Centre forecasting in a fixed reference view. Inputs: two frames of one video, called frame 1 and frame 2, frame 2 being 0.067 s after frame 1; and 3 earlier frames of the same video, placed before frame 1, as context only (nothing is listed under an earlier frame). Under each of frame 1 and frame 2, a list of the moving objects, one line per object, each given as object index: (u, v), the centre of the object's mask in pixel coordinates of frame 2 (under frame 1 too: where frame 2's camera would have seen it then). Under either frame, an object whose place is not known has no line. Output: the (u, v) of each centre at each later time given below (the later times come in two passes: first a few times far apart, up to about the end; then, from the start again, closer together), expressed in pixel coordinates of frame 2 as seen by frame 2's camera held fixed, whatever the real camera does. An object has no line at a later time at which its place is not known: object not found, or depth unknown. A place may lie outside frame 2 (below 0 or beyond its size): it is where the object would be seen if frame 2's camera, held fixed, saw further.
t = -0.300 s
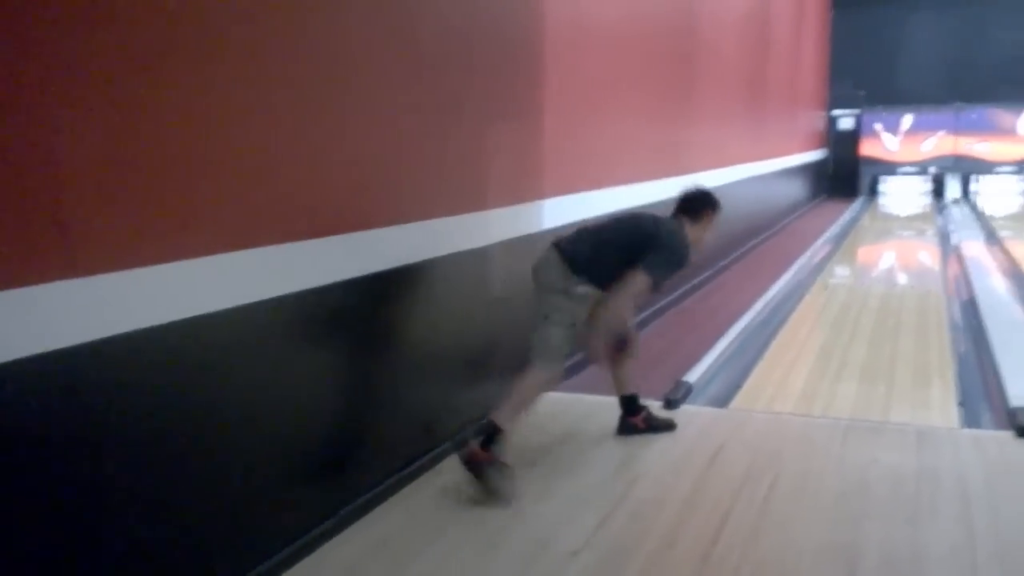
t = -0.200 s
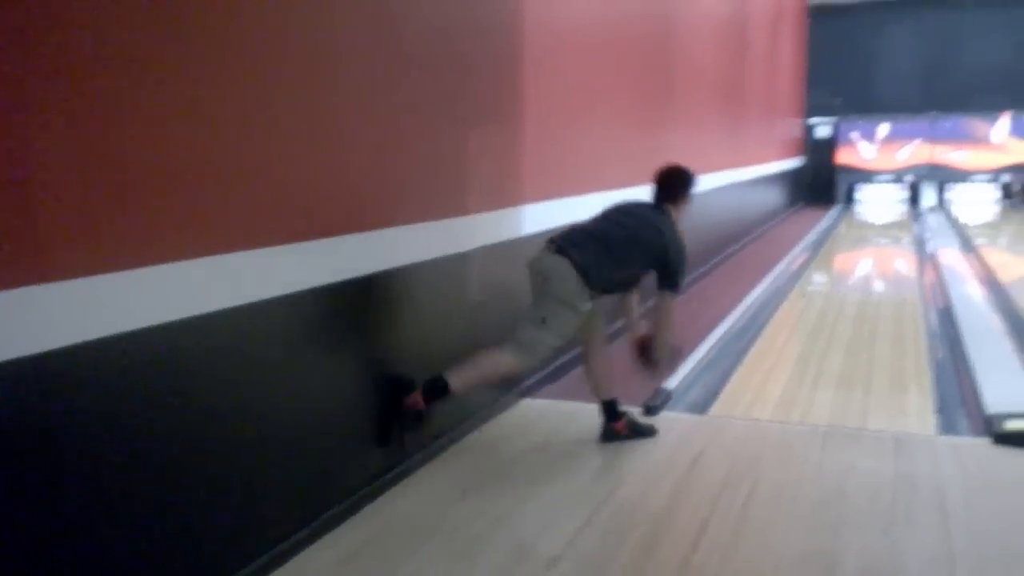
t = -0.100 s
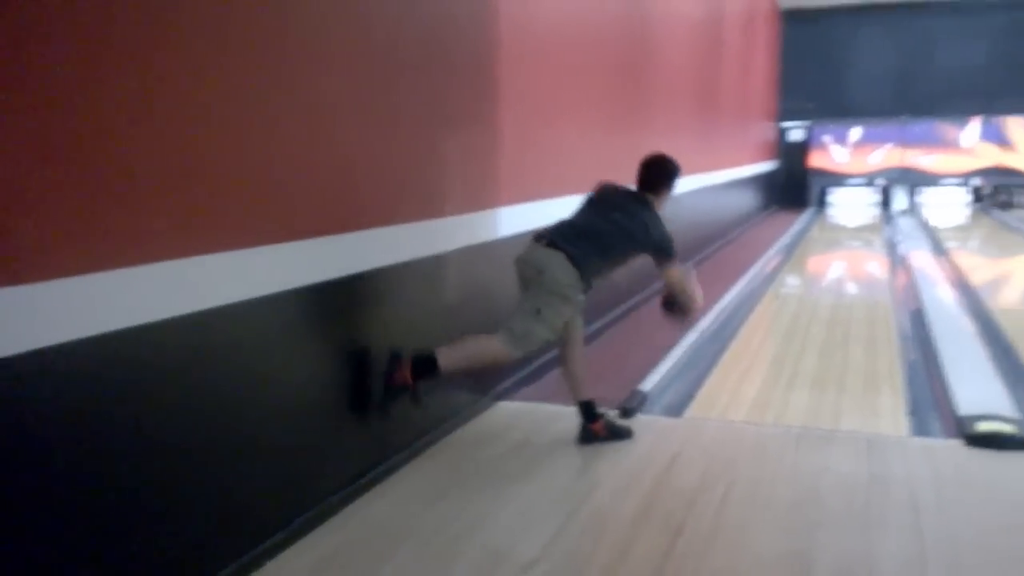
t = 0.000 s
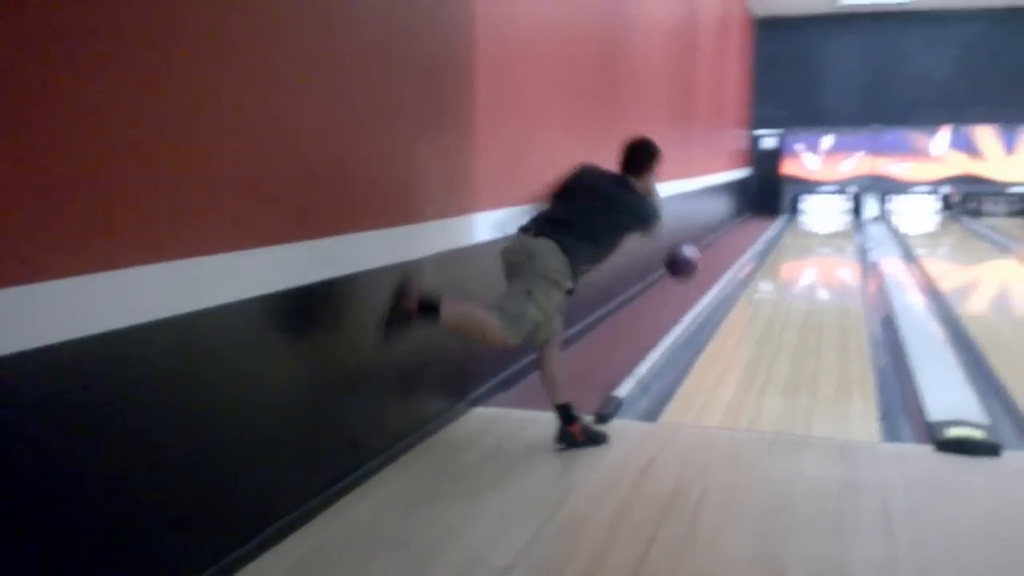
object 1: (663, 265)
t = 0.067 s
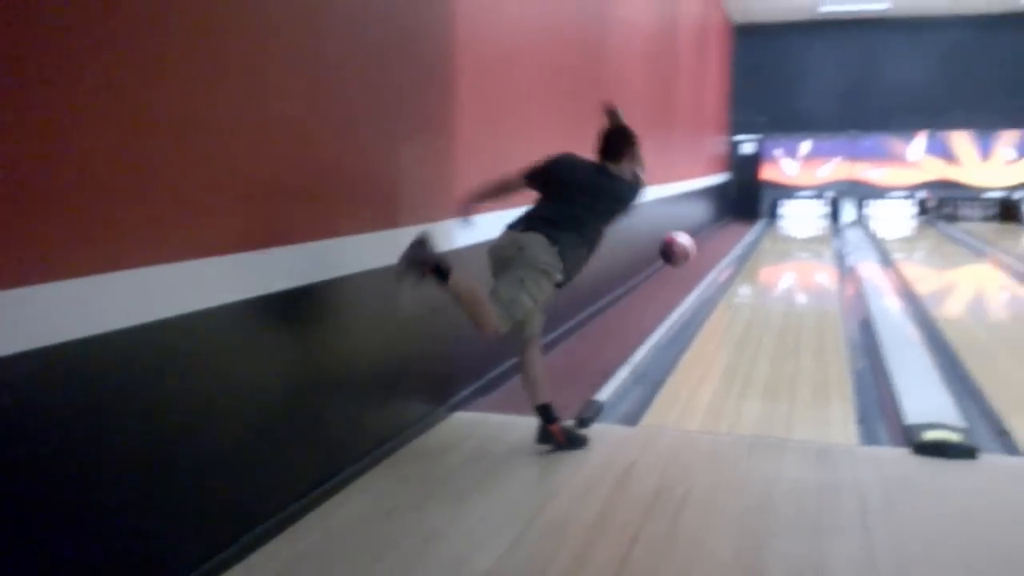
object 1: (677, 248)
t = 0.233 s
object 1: (706, 240)
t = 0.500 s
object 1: (739, 294)
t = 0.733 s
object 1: (758, 285)
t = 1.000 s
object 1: (773, 269)
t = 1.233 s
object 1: (782, 257)
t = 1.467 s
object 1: (790, 248)
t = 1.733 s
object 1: (798, 239)
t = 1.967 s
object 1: (800, 234)
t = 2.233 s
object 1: (804, 227)
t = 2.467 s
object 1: (806, 222)
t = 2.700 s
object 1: (806, 219)
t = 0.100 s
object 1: (683, 243)
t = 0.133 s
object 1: (689, 240)
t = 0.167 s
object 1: (696, 238)
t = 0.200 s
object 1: (702, 238)
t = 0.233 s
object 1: (706, 240)
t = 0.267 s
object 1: (710, 246)
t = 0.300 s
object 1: (720, 246)
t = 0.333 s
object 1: (723, 253)
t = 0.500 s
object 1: (739, 294)
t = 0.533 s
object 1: (742, 297)
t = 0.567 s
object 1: (744, 296)
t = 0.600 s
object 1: (747, 293)
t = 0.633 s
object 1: (750, 291)
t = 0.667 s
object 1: (752, 289)
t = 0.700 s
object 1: (755, 287)
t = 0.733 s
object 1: (758, 285)
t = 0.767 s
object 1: (759, 282)
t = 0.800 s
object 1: (760, 280)
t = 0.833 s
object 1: (762, 278)
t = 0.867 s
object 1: (765, 276)
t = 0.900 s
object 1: (768, 273)
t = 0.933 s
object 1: (767, 273)
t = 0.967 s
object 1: (771, 270)
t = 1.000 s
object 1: (773, 269)
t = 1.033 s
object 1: (774, 265)
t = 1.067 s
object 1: (774, 265)
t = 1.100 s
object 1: (777, 263)
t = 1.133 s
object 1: (779, 262)
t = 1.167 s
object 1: (780, 260)
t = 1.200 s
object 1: (779, 260)
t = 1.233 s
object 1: (782, 257)
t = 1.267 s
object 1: (784, 256)
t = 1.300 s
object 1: (785, 255)
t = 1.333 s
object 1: (786, 253)
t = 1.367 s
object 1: (788, 251)
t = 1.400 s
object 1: (789, 251)
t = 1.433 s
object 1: (790, 249)
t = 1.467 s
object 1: (790, 248)
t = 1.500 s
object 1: (792, 247)
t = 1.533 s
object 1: (793, 245)
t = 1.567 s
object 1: (794, 244)
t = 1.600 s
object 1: (796, 243)
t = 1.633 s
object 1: (796, 242)
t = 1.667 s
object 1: (797, 241)
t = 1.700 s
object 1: (797, 240)
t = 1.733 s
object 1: (798, 239)
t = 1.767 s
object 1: (799, 238)
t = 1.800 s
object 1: (799, 237)
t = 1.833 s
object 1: (798, 237)
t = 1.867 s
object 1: (798, 236)
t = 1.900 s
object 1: (799, 236)
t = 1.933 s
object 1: (800, 234)
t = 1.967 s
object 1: (800, 234)
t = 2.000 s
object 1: (801, 233)
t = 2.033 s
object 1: (801, 232)
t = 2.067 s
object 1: (802, 231)
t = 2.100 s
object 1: (802, 230)
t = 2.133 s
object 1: (802, 229)
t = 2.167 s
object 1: (802, 229)
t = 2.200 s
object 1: (803, 228)
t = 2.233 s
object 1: (804, 227)
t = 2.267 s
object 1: (804, 227)
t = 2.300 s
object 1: (804, 226)
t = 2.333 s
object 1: (805, 226)
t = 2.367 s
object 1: (806, 225)
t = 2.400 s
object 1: (806, 224)
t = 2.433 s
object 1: (805, 223)
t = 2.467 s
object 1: (806, 222)
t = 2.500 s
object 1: (806, 221)
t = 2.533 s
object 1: (807, 222)
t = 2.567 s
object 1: (807, 223)
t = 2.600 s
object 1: (807, 221)
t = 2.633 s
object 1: (807, 220)
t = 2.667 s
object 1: (806, 220)
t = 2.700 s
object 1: (806, 219)
